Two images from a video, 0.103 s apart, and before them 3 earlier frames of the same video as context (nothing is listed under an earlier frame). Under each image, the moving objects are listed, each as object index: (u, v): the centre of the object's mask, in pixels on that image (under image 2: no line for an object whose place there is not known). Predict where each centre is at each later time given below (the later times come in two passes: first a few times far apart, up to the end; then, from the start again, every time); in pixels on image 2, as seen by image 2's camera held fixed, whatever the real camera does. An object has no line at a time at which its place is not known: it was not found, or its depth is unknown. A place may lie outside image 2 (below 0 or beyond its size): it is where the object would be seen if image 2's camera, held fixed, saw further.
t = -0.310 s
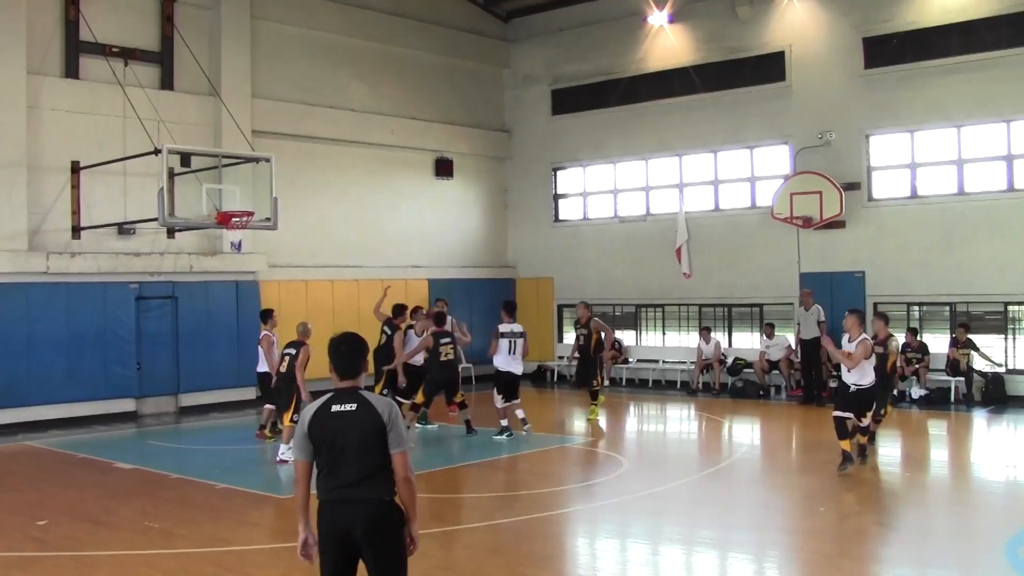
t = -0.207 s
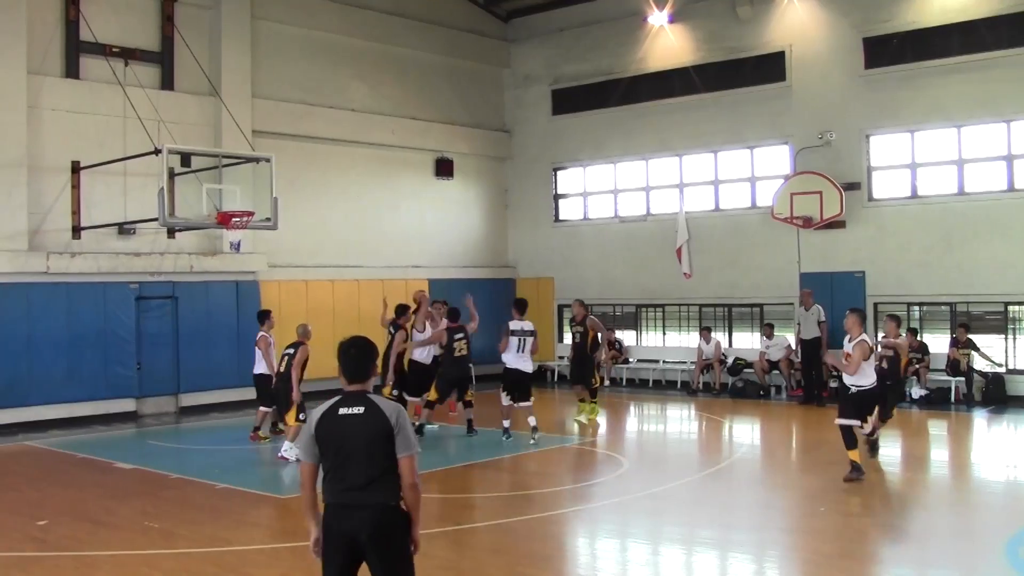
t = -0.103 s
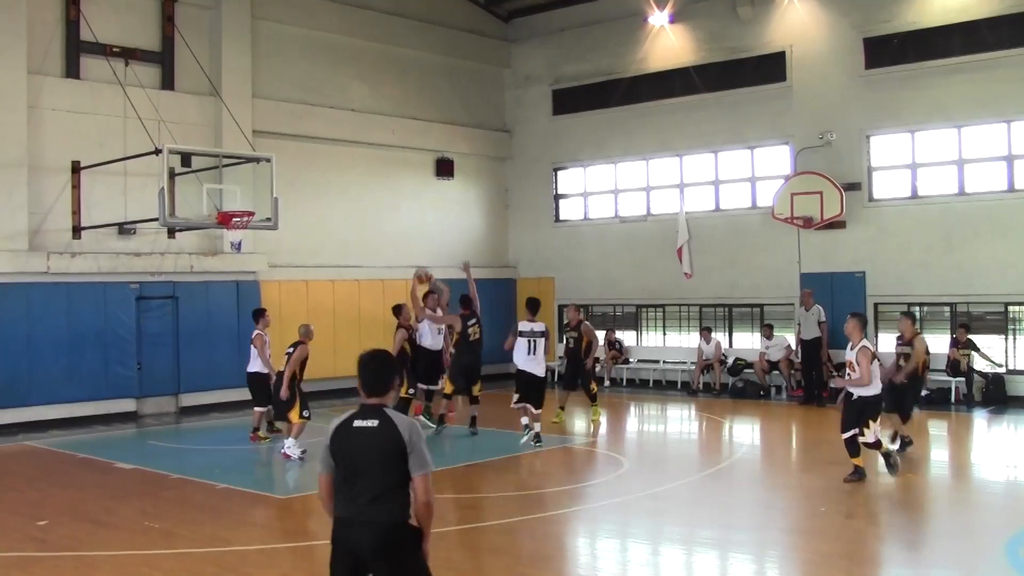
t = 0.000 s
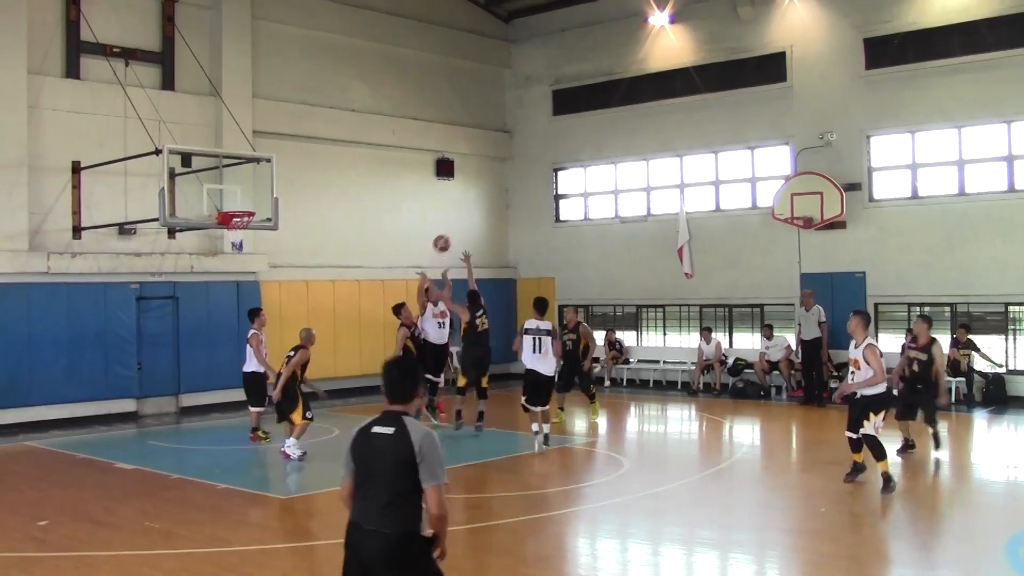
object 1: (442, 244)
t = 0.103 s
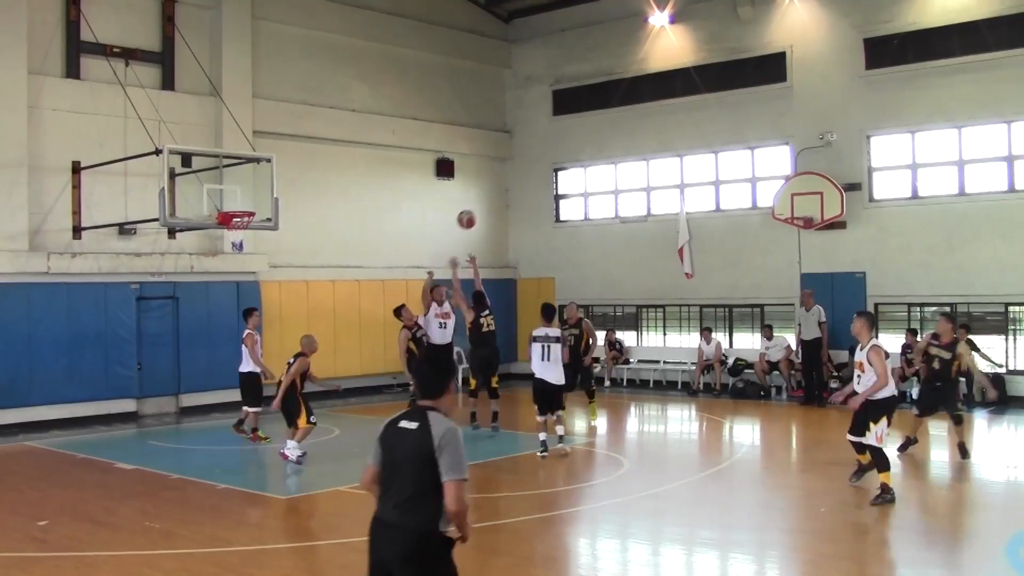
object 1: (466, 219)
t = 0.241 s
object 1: (504, 195)
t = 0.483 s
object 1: (595, 179)
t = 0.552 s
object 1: (628, 187)
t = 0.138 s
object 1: (475, 212)
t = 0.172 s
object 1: (484, 206)
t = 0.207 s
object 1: (495, 200)
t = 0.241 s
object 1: (504, 195)
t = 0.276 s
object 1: (514, 191)
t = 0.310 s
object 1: (526, 186)
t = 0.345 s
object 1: (537, 182)
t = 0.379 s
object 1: (550, 180)
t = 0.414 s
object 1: (564, 177)
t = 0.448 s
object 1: (580, 177)
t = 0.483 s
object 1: (595, 179)
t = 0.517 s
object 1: (611, 182)
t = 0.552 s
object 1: (628, 187)
